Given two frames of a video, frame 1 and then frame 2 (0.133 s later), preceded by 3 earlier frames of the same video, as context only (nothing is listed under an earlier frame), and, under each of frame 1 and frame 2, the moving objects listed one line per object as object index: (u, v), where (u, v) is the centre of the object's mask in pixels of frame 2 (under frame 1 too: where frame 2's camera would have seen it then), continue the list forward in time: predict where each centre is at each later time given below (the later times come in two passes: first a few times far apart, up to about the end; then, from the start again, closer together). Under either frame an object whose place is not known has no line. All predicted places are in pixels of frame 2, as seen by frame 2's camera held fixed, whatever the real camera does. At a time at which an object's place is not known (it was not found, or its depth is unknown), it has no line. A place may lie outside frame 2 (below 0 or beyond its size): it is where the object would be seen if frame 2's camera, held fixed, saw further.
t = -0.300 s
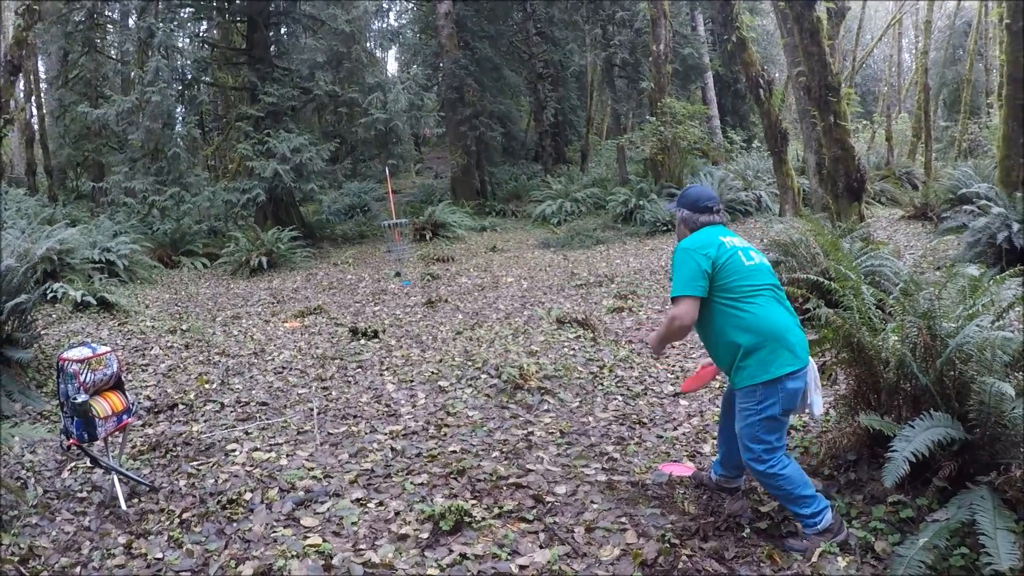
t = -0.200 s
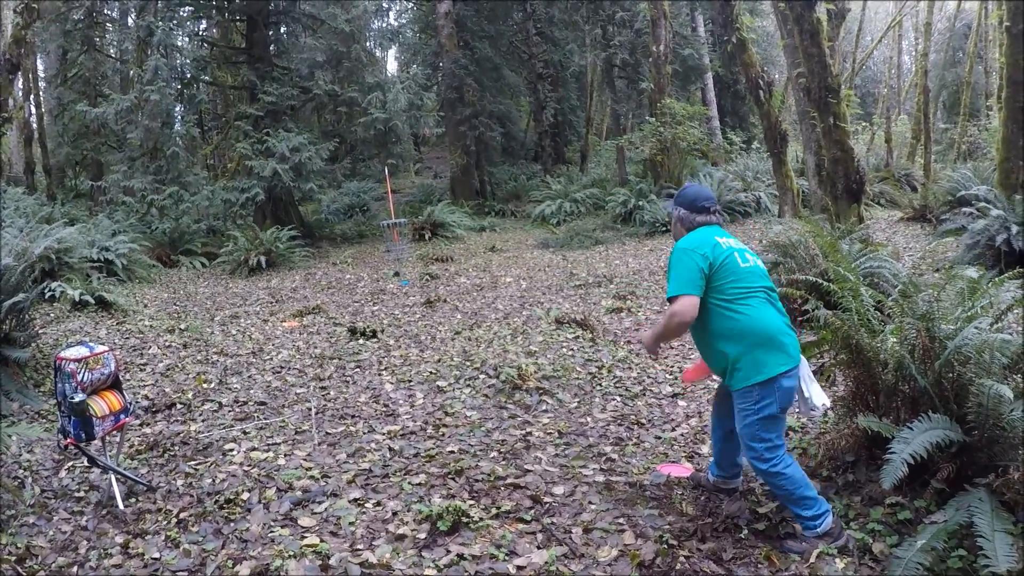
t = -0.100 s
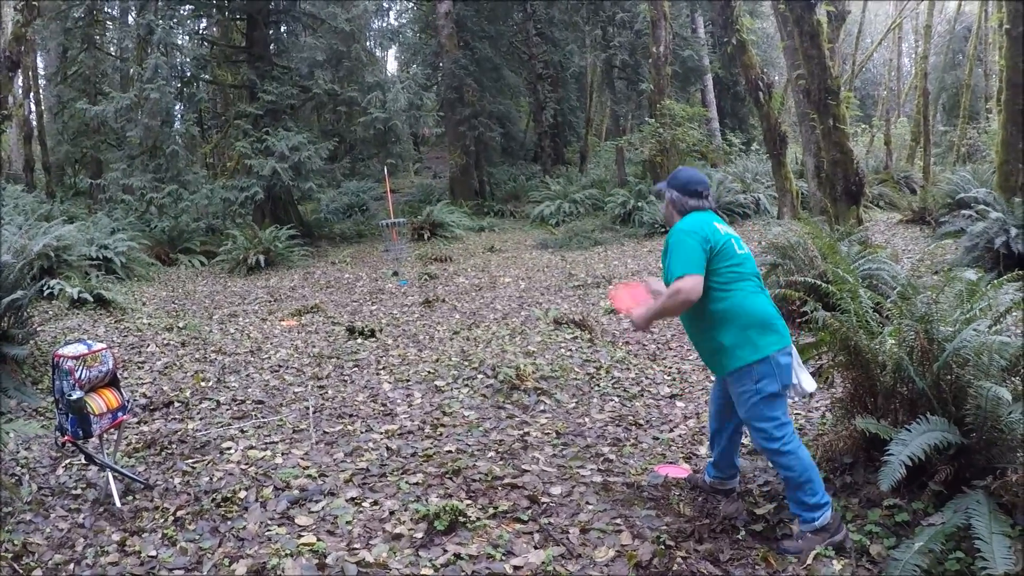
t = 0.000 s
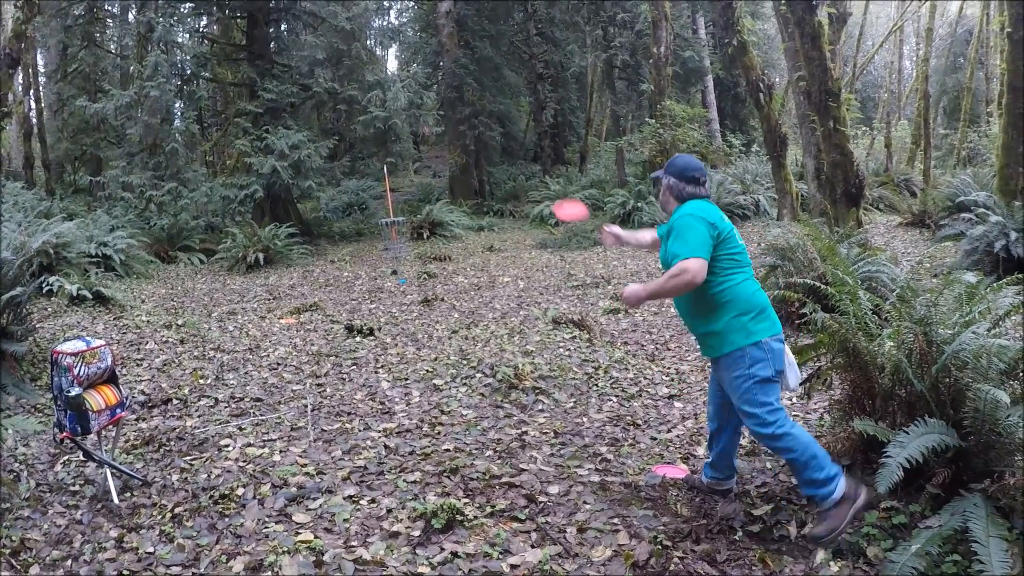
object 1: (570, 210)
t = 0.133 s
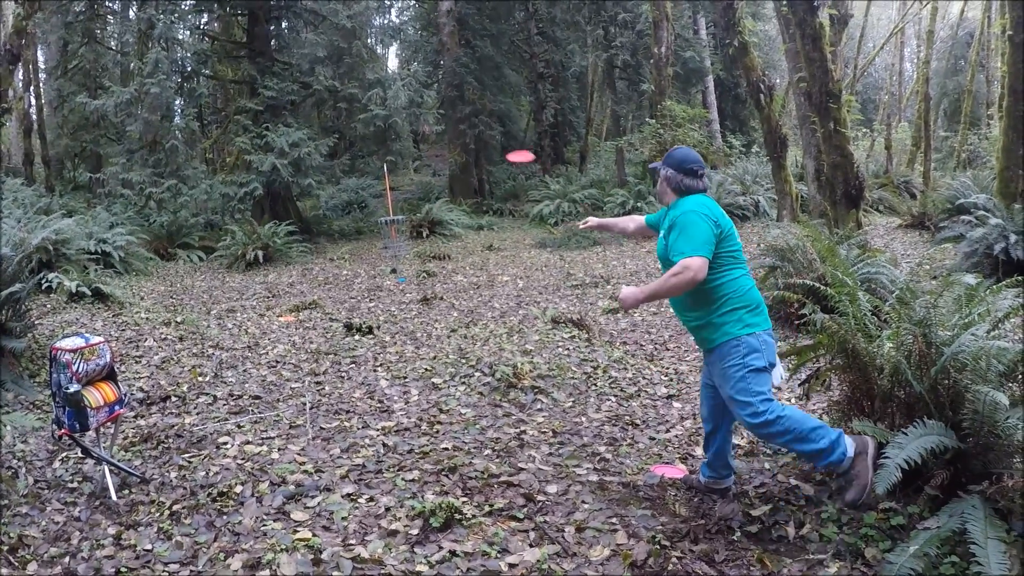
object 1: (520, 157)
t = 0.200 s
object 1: (503, 146)
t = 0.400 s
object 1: (467, 142)
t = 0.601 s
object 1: (445, 157)
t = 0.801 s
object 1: (427, 179)
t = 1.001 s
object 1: (408, 204)
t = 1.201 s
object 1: (389, 235)
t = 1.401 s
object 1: (366, 271)
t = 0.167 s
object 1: (512, 151)
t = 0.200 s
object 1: (503, 146)
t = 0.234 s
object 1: (496, 143)
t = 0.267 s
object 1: (489, 141)
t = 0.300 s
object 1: (483, 140)
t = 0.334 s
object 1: (478, 140)
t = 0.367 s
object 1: (472, 141)
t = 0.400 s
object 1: (467, 142)
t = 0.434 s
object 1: (463, 144)
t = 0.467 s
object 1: (460, 146)
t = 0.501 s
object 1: (455, 148)
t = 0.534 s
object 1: (451, 151)
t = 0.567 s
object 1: (448, 154)
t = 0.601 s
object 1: (445, 157)
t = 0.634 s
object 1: (441, 160)
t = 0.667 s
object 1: (438, 164)
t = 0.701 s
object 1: (435, 167)
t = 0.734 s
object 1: (433, 171)
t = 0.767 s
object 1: (430, 175)
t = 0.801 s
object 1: (427, 179)
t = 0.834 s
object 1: (423, 182)
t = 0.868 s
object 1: (421, 186)
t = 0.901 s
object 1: (417, 191)
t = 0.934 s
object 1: (415, 195)
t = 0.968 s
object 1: (411, 200)
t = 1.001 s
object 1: (408, 204)
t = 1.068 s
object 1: (402, 214)
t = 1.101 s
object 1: (399, 219)
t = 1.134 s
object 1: (396, 223)
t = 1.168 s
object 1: (392, 230)
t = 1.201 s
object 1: (389, 235)
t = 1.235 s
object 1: (385, 240)
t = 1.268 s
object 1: (381, 246)
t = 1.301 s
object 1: (377, 253)
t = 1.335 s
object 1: (374, 258)
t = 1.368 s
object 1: (370, 265)
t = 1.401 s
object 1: (366, 271)
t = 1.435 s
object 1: (363, 275)
